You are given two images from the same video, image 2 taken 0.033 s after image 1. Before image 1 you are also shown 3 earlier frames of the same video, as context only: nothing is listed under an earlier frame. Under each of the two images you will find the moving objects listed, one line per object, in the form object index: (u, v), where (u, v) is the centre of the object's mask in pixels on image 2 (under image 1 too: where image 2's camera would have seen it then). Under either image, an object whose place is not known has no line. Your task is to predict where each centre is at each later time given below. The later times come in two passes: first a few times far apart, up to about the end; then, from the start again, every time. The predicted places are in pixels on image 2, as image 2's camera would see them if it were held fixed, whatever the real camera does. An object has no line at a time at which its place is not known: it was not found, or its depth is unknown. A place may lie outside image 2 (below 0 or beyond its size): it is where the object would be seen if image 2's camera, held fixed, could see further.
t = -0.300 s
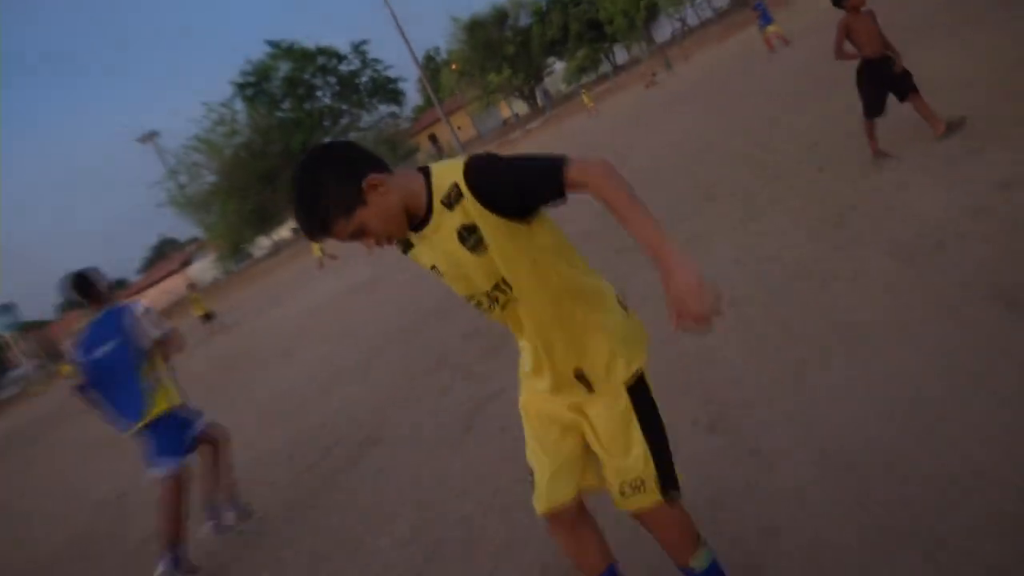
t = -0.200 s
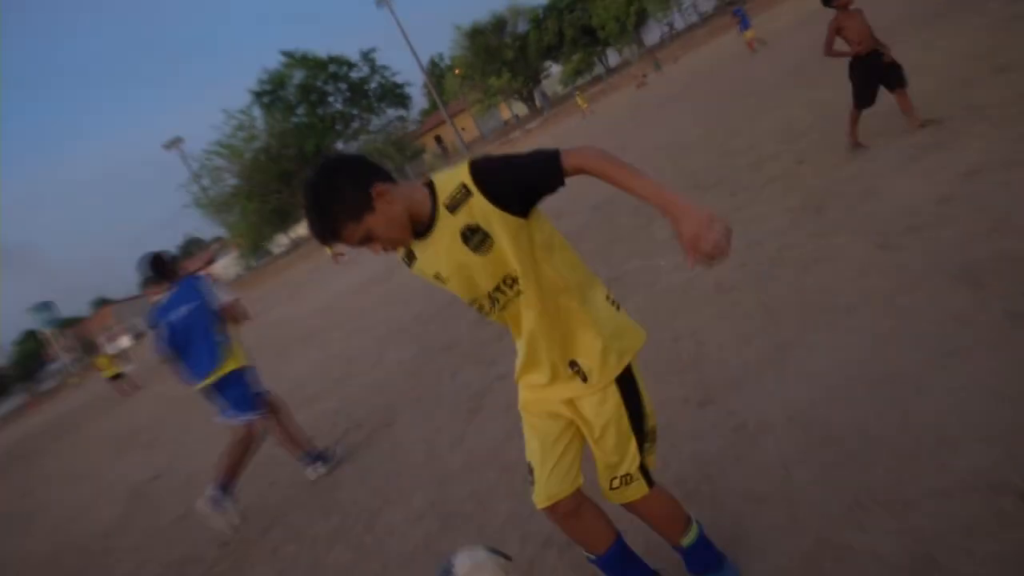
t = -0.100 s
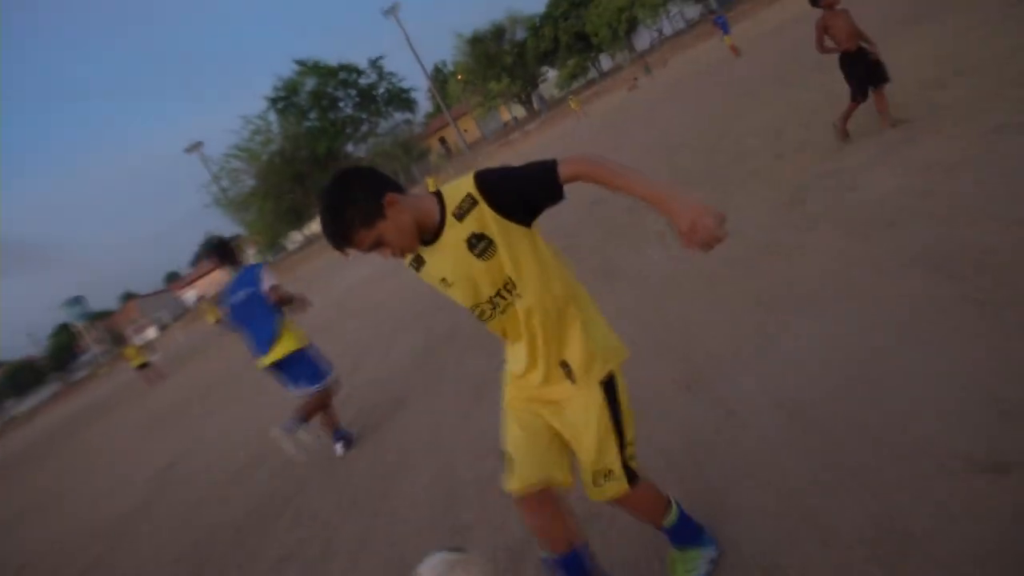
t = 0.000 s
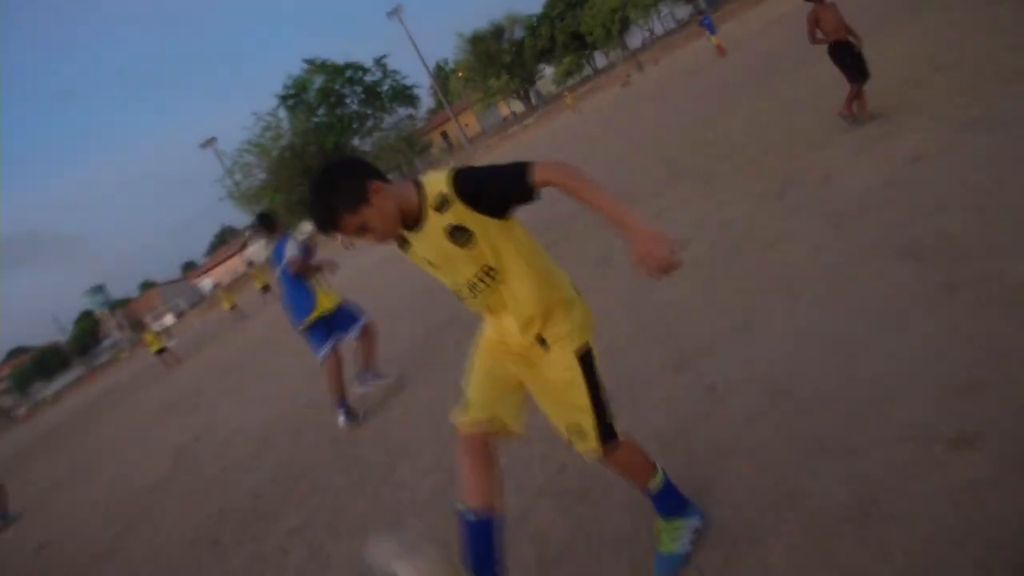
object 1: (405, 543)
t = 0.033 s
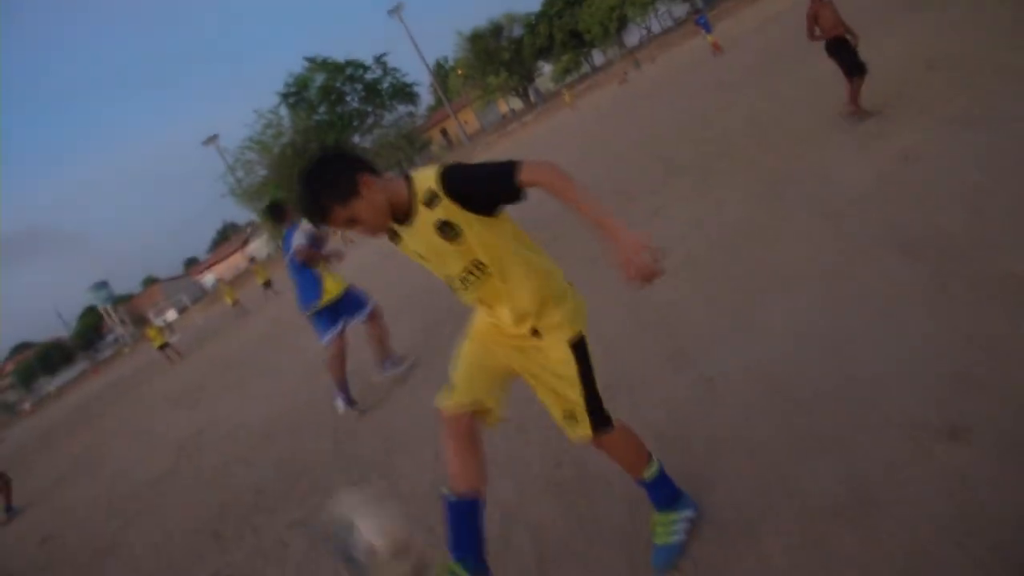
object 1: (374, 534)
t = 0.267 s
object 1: (178, 340)
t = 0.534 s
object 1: (105, 346)
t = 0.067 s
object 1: (339, 500)
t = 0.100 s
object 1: (305, 469)
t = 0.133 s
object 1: (273, 433)
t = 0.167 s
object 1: (249, 407)
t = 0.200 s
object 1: (223, 381)
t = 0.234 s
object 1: (201, 364)
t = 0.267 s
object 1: (178, 340)
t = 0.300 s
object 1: (161, 333)
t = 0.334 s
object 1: (141, 324)
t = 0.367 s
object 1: (127, 316)
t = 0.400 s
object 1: (118, 315)
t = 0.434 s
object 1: (111, 318)
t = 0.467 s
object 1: (106, 324)
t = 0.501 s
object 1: (104, 332)
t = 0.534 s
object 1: (105, 346)
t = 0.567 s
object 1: (109, 365)
